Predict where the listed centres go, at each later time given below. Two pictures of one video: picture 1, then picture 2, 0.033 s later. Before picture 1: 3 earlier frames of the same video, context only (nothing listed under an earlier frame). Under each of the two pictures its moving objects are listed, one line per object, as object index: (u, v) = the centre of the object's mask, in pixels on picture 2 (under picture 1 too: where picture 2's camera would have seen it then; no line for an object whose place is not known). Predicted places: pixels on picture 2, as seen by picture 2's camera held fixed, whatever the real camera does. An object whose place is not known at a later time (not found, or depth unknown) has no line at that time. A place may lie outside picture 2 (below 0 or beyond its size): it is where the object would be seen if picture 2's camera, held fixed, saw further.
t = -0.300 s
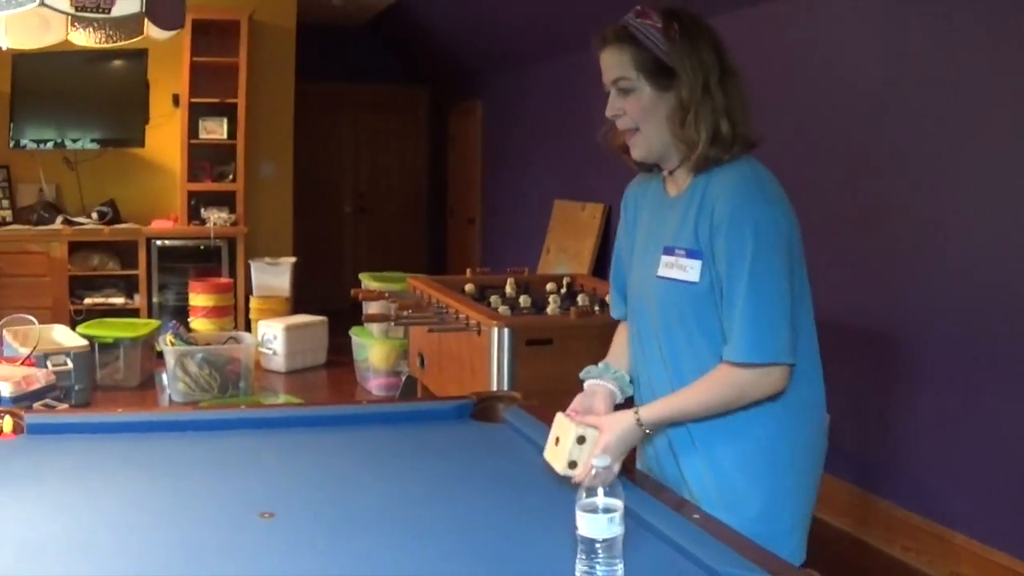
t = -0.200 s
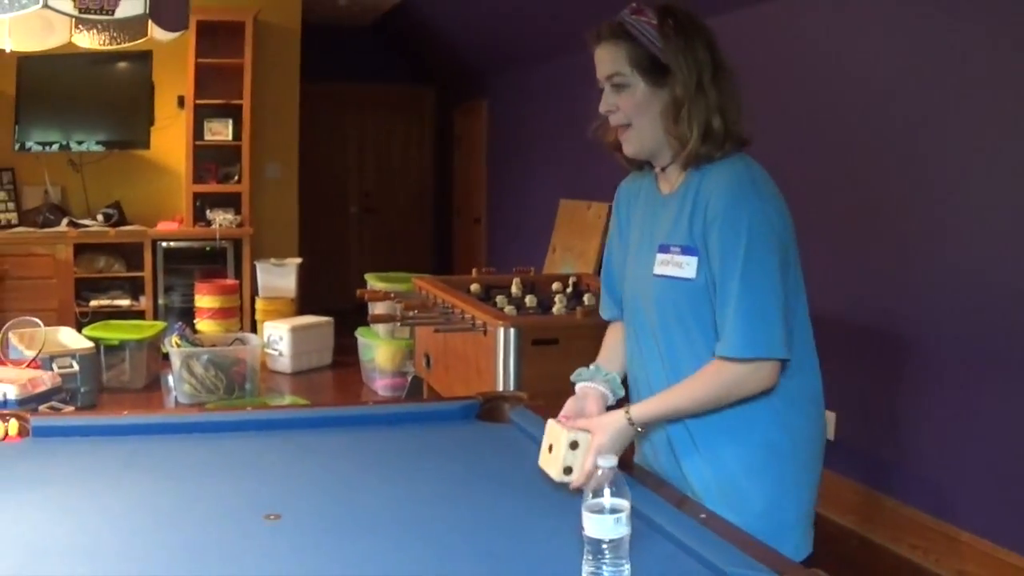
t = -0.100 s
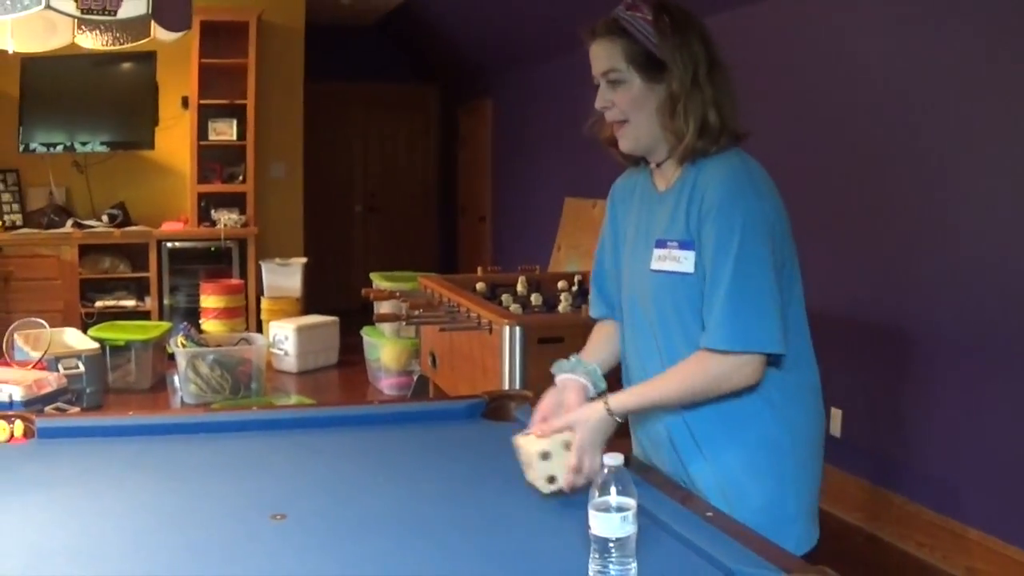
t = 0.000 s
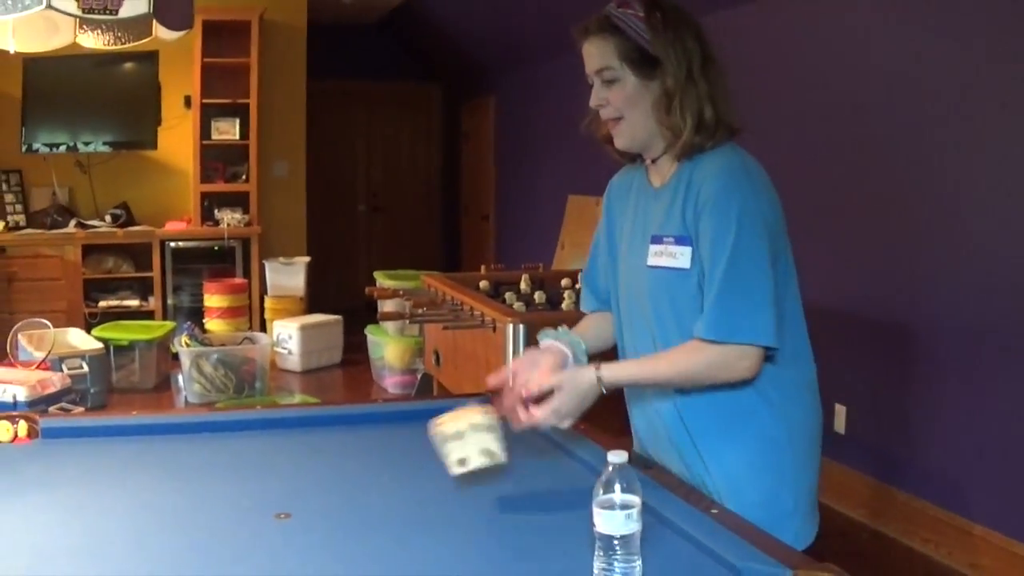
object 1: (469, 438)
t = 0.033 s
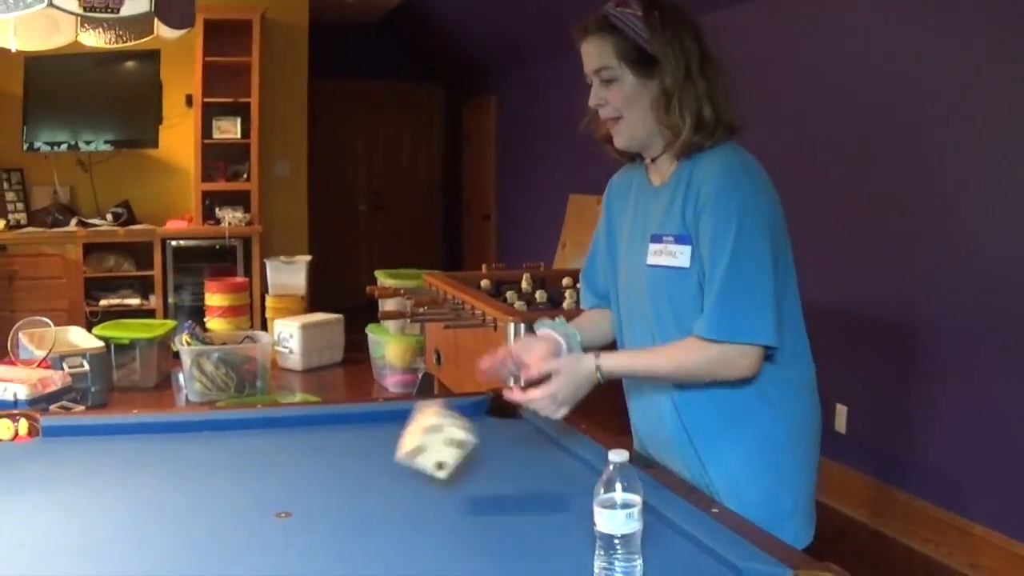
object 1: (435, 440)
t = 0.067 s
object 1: (398, 447)
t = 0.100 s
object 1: (365, 462)
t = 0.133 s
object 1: (329, 481)
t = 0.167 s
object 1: (301, 484)
